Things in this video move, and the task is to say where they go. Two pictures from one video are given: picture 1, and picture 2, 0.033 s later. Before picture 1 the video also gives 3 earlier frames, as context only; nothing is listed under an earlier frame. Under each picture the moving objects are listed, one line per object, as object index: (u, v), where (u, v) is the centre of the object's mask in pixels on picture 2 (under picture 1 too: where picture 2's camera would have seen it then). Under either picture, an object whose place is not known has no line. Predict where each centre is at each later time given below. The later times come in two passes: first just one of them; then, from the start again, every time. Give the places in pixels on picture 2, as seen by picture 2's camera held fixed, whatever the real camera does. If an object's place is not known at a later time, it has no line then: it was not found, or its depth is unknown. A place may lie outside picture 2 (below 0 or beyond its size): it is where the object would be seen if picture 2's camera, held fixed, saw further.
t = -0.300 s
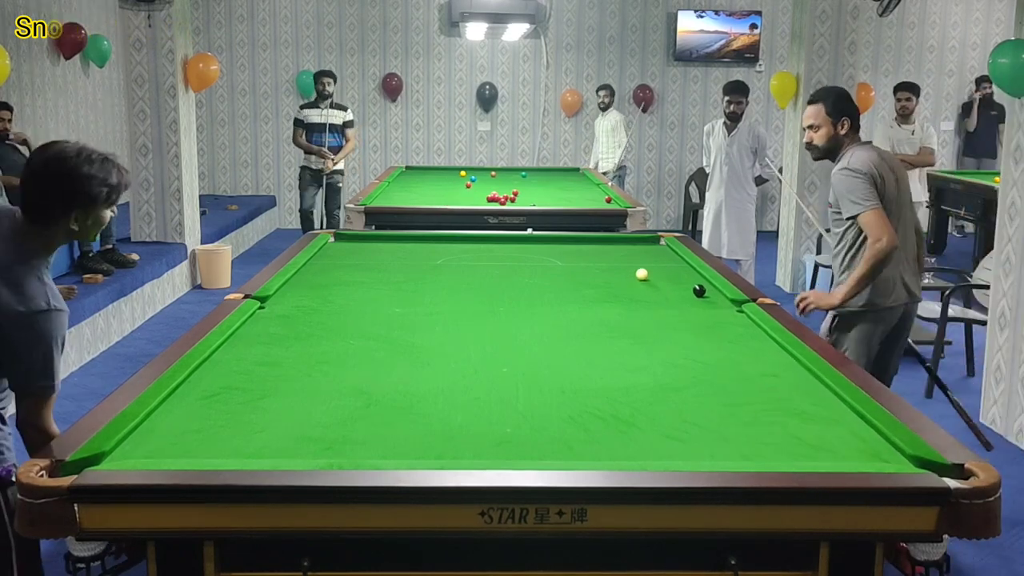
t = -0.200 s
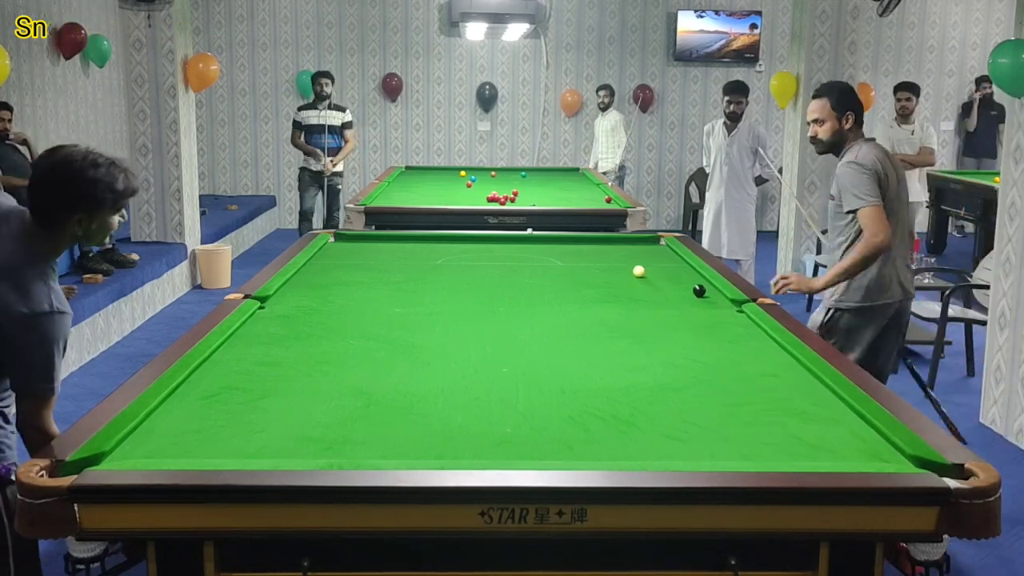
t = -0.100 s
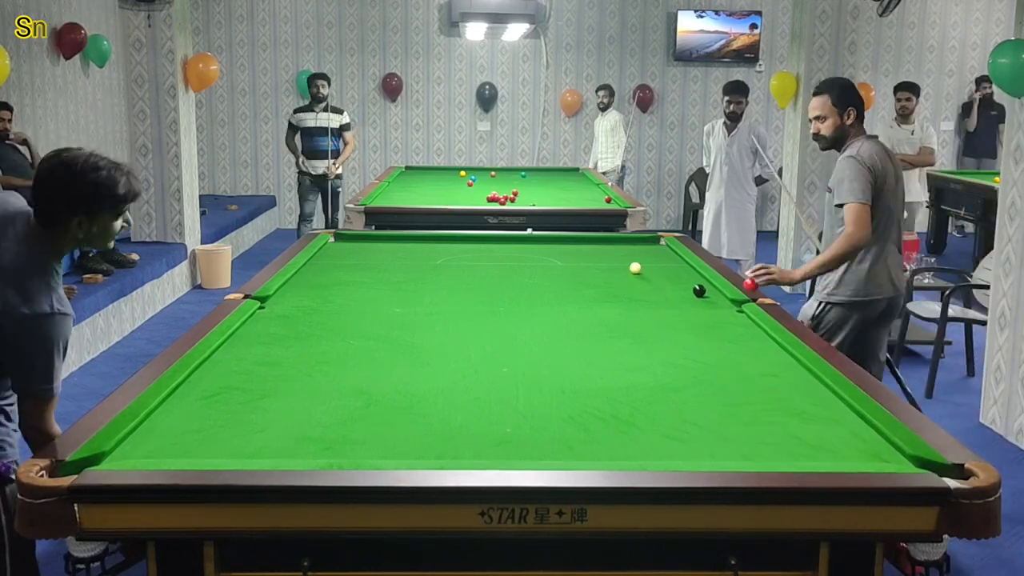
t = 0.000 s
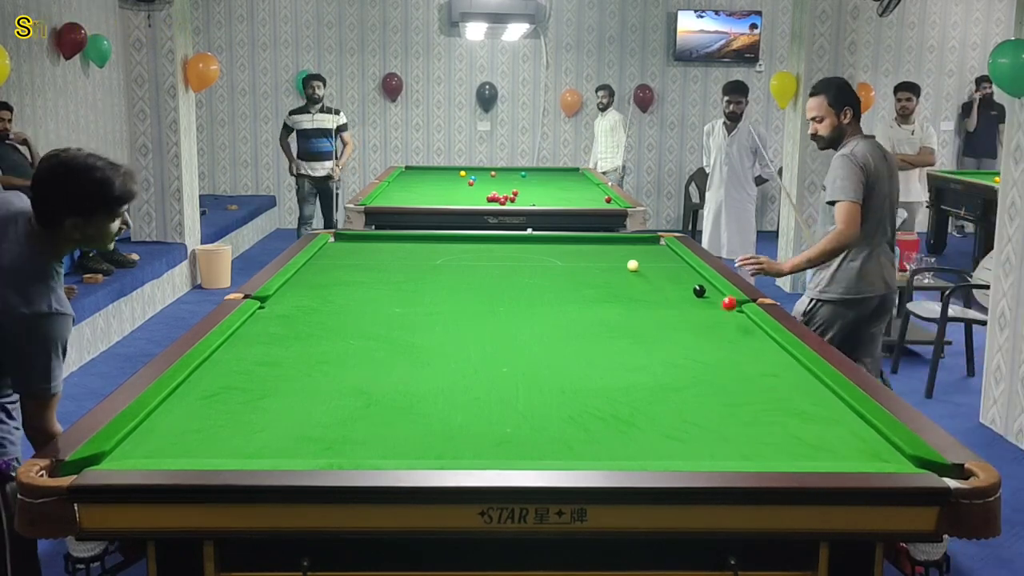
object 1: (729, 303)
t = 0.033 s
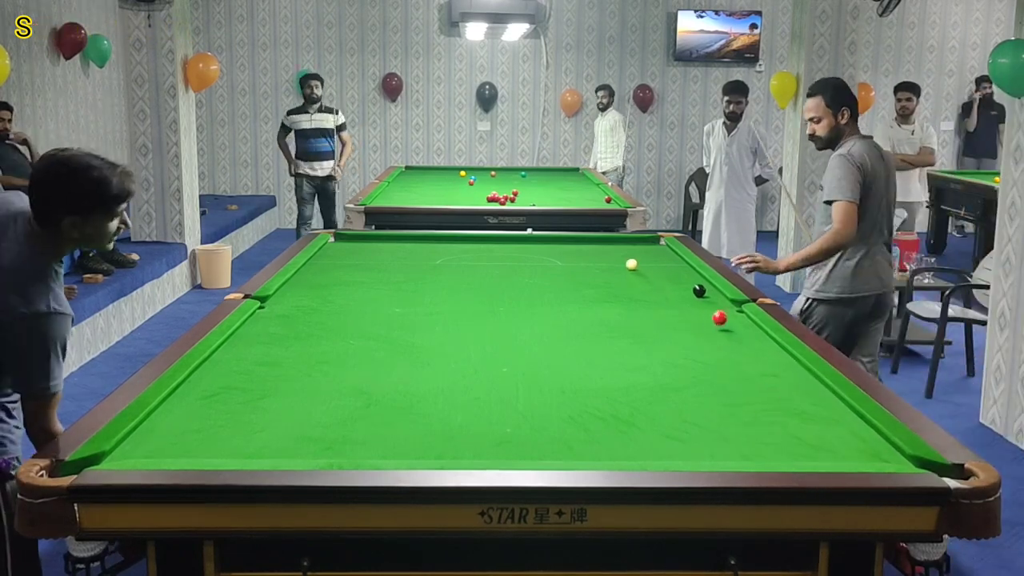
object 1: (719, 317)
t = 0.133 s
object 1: (701, 317)
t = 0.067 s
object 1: (712, 318)
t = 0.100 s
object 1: (704, 317)
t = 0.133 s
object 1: (701, 317)
